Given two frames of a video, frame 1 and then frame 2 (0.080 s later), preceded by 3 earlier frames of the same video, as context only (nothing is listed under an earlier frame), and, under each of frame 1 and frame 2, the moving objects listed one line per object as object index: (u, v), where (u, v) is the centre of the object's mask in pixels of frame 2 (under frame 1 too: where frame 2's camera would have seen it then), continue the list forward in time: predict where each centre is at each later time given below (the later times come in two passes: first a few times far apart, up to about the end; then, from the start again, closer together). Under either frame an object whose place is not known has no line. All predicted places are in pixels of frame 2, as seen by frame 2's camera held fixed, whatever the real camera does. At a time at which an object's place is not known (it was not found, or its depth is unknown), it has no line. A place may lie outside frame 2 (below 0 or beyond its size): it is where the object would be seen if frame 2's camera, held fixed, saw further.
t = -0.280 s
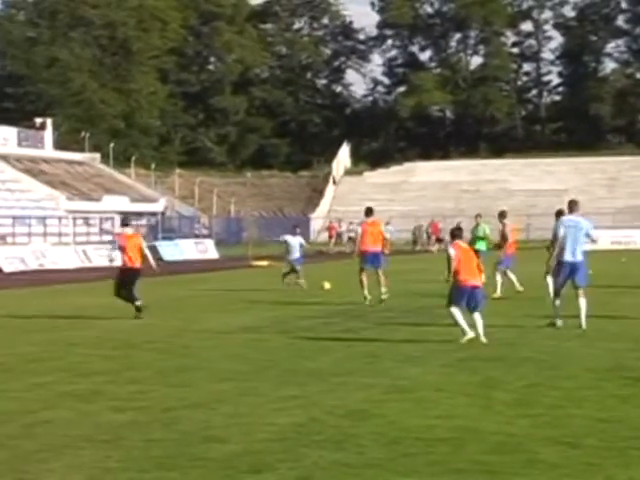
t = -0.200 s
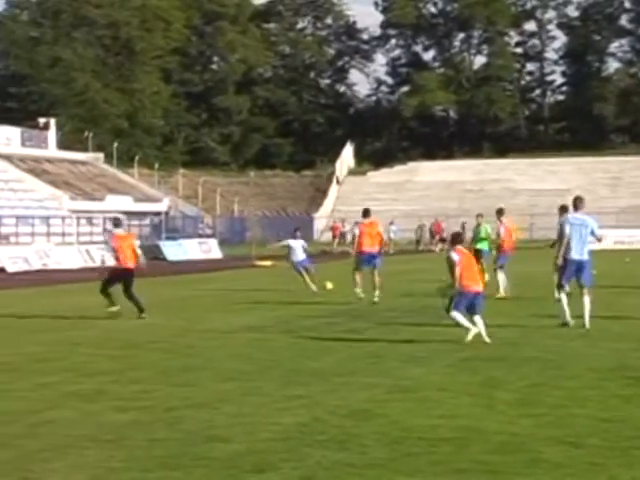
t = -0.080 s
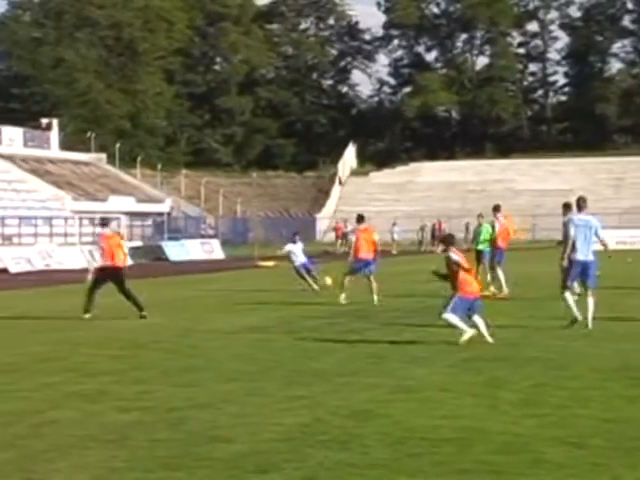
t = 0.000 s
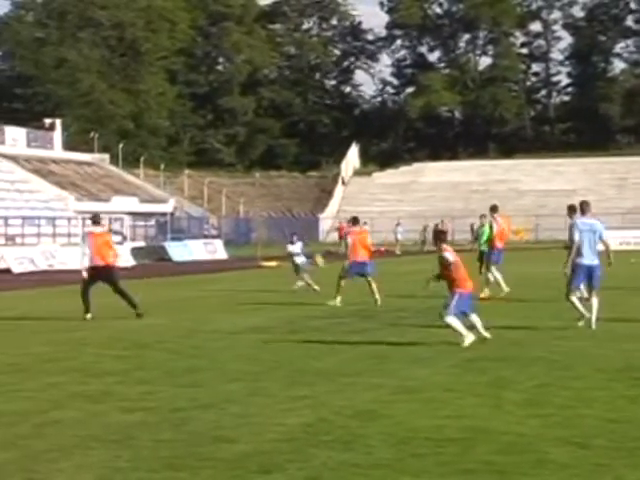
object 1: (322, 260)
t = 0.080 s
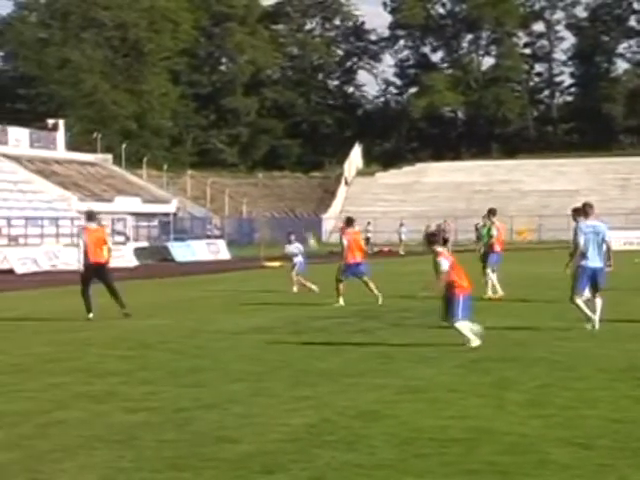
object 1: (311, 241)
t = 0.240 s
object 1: (290, 202)
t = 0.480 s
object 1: (255, 141)
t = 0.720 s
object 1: (214, 83)
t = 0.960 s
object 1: (160, 27)
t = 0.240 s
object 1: (290, 202)
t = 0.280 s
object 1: (284, 192)
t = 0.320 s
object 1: (280, 184)
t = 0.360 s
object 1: (273, 174)
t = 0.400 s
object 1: (267, 161)
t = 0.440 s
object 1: (261, 152)
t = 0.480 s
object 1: (255, 141)
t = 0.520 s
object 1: (249, 133)
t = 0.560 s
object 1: (242, 123)
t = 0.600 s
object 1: (234, 110)
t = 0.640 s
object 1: (228, 101)
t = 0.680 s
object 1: (220, 91)
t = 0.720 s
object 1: (214, 83)
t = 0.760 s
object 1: (205, 71)
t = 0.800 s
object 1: (196, 60)
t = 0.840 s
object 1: (187, 52)
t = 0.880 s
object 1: (179, 43)
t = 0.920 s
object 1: (171, 35)
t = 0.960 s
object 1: (160, 27)
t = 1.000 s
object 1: (149, 17)
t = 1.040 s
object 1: (140, 9)
